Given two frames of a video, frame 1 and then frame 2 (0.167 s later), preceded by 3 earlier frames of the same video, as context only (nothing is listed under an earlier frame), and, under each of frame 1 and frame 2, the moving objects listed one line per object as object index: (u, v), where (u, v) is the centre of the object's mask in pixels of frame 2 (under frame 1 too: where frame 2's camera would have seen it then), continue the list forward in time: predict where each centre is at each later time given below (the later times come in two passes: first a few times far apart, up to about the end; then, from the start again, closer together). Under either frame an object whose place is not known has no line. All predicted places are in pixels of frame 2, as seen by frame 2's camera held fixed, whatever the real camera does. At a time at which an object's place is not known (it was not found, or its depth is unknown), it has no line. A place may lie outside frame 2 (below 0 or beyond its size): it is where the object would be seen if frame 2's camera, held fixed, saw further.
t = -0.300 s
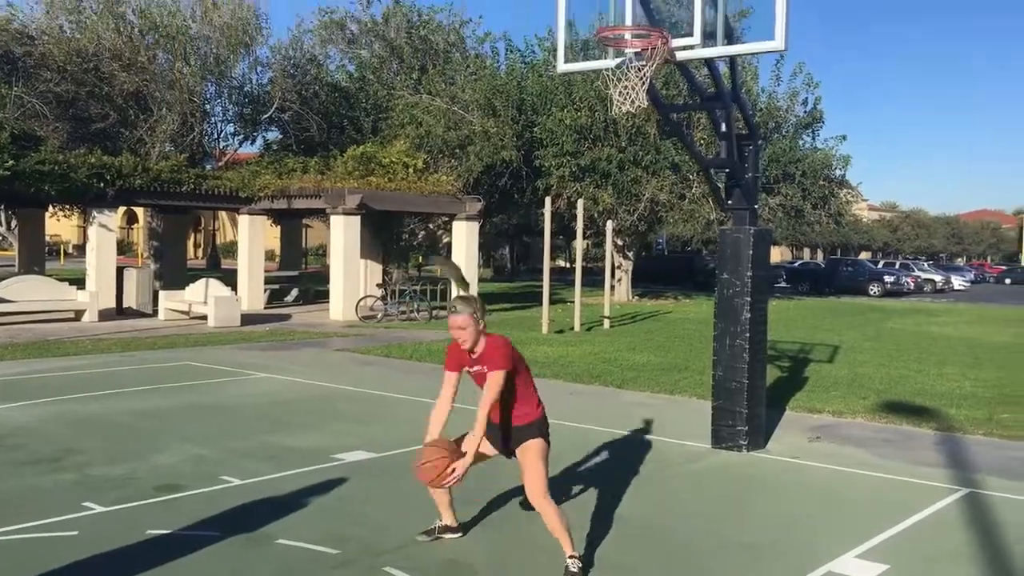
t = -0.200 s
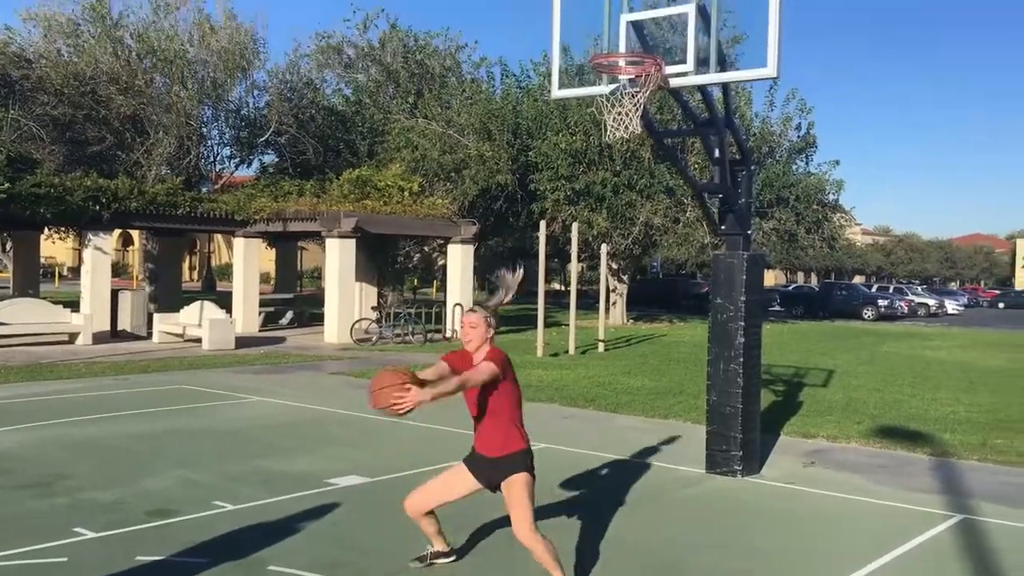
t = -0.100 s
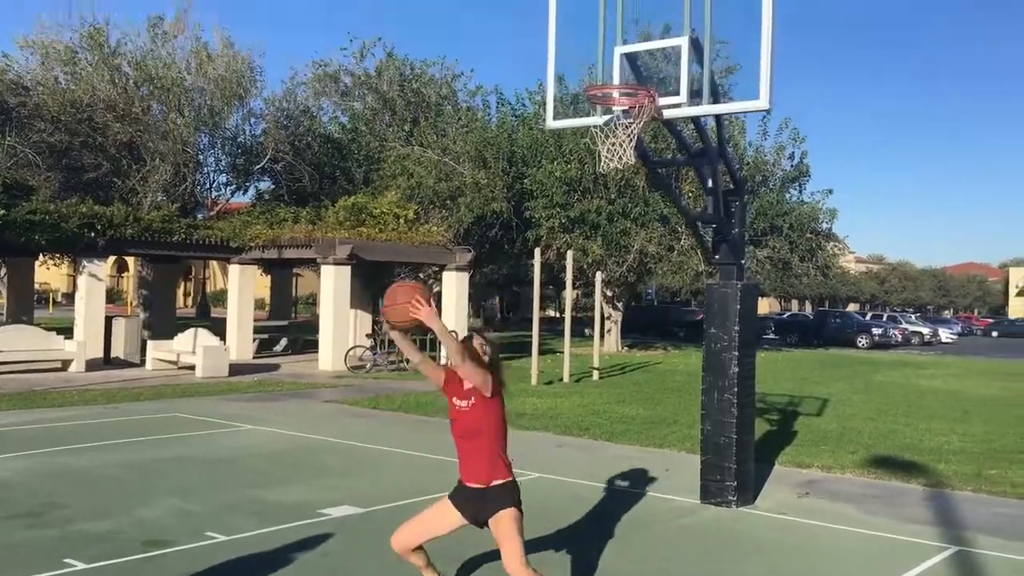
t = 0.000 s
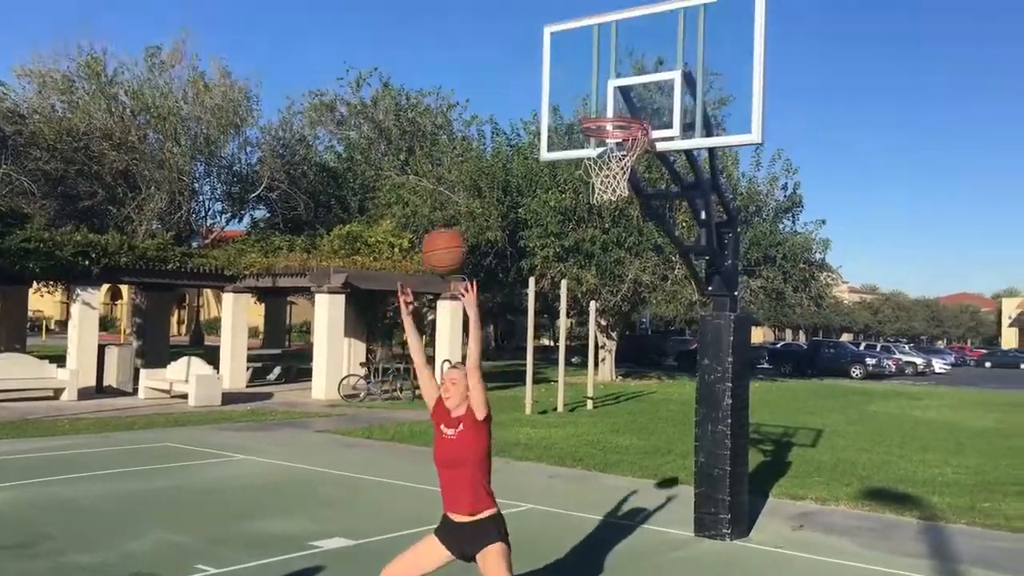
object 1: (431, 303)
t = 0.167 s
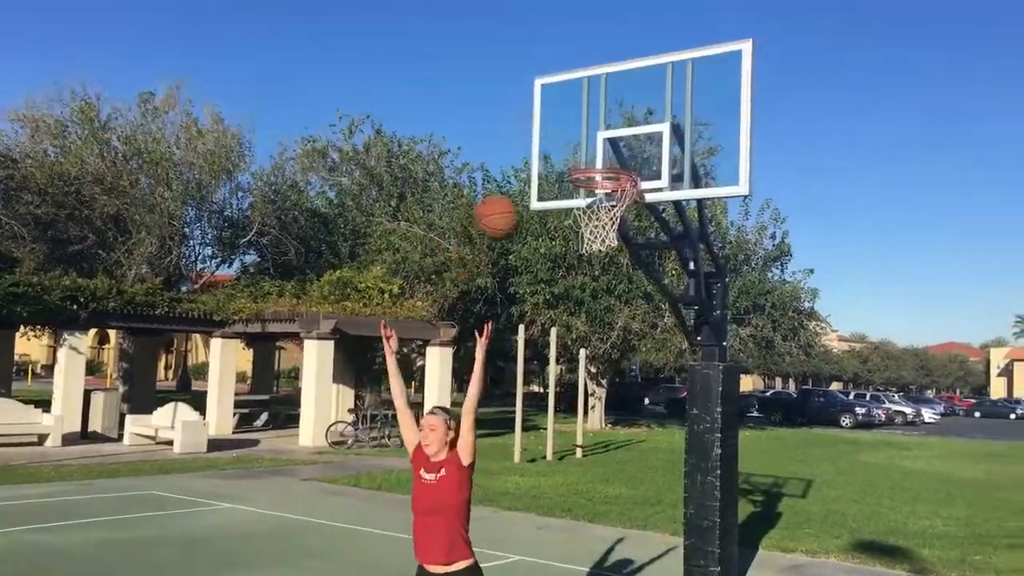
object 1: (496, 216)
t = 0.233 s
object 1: (518, 201)
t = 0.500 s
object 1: (592, 216)
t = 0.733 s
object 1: (644, 313)
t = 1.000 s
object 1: (691, 504)
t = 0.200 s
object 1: (508, 207)
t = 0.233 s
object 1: (518, 201)
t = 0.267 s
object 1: (529, 197)
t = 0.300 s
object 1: (539, 194)
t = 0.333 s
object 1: (549, 193)
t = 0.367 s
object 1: (558, 194)
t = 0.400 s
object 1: (567, 197)
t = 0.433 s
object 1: (576, 201)
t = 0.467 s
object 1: (584, 208)
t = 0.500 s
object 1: (592, 216)
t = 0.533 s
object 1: (600, 225)
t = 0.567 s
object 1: (607, 237)
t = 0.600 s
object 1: (616, 249)
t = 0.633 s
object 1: (623, 263)
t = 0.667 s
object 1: (629, 277)
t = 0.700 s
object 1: (637, 294)
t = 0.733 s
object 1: (644, 313)
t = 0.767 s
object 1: (649, 333)
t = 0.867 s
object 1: (669, 399)
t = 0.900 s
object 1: (675, 423)
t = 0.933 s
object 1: (680, 450)
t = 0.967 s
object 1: (686, 476)
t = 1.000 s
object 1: (691, 504)
